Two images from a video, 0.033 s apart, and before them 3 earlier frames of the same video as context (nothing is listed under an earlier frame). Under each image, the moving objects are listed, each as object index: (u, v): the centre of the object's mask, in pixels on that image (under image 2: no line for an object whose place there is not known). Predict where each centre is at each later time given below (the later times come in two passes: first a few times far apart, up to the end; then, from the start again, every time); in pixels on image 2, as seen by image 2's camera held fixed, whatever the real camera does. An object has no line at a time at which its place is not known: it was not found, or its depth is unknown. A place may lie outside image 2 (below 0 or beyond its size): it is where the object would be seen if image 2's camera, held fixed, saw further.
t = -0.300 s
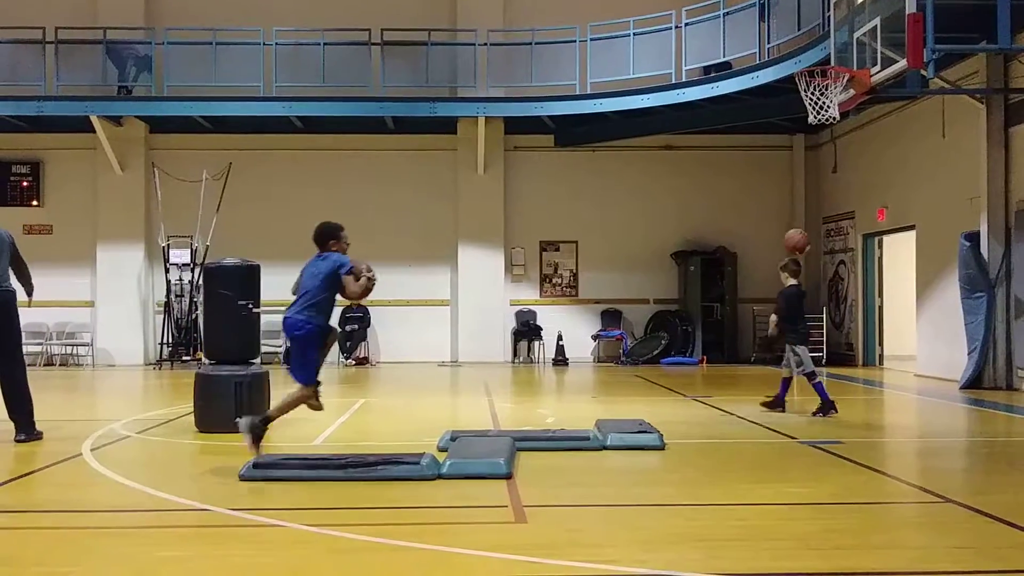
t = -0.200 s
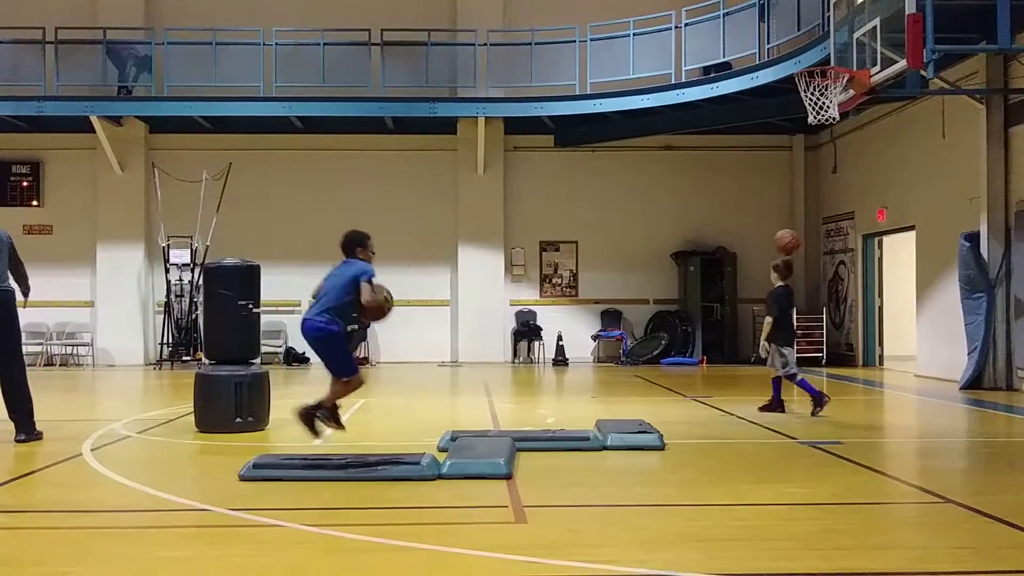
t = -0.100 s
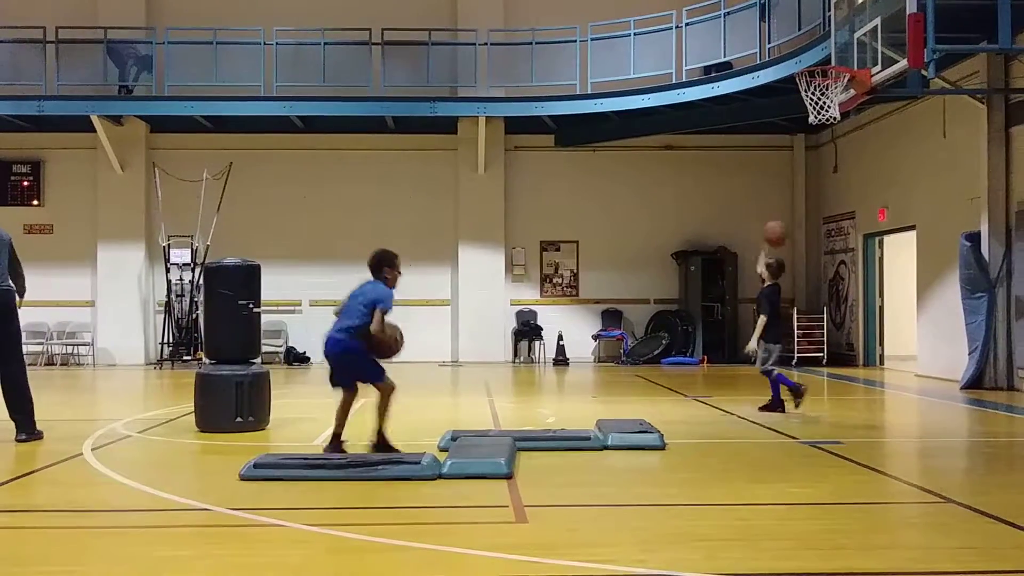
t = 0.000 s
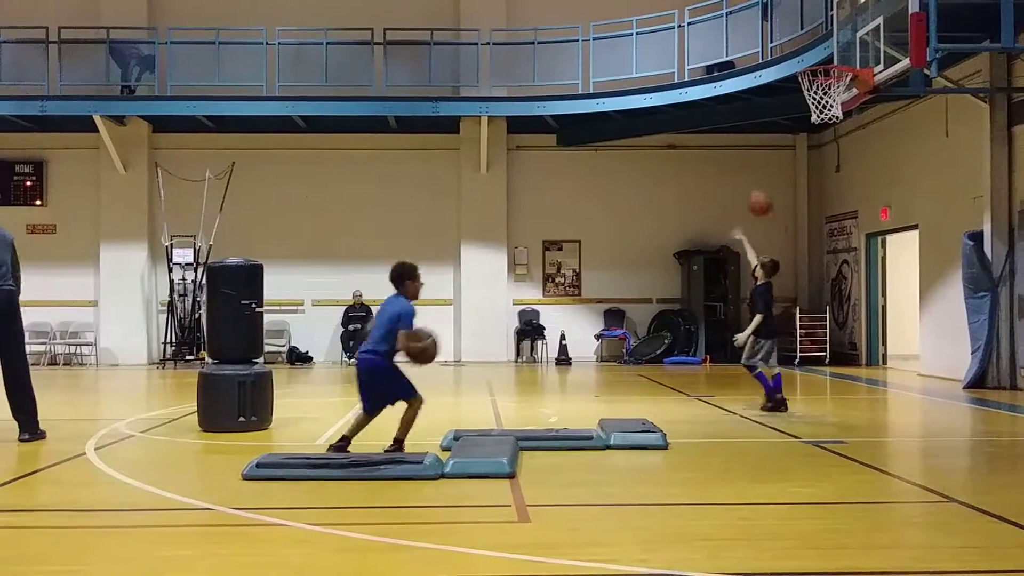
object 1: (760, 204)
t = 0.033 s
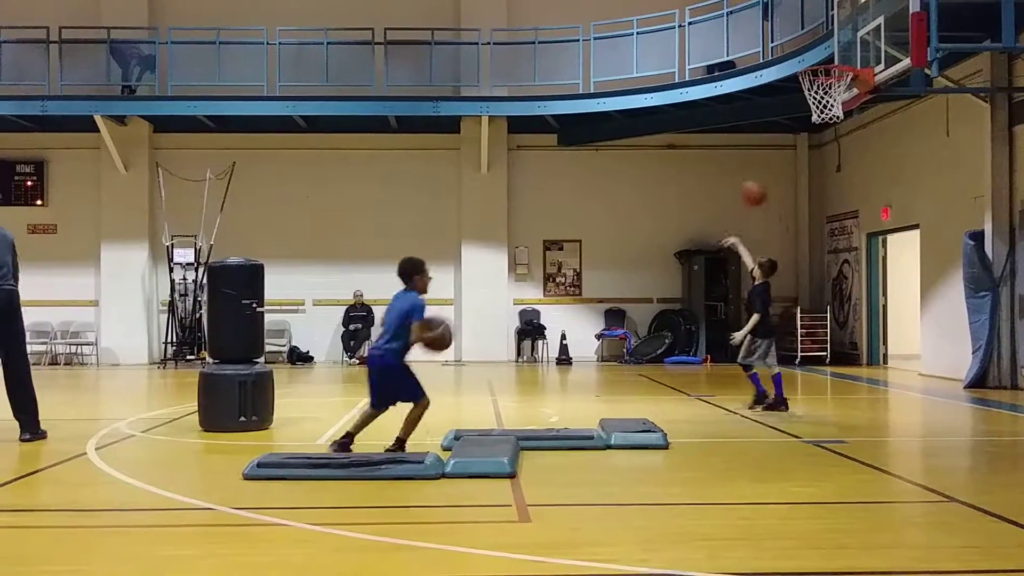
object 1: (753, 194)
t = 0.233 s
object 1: (714, 161)
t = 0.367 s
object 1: (687, 163)
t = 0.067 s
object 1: (747, 185)
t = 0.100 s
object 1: (740, 178)
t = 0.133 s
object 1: (733, 173)
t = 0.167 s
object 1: (727, 168)
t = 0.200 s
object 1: (720, 164)
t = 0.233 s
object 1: (714, 161)
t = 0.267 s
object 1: (708, 160)
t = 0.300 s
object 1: (700, 160)
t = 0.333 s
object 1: (694, 161)
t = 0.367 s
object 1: (687, 163)
